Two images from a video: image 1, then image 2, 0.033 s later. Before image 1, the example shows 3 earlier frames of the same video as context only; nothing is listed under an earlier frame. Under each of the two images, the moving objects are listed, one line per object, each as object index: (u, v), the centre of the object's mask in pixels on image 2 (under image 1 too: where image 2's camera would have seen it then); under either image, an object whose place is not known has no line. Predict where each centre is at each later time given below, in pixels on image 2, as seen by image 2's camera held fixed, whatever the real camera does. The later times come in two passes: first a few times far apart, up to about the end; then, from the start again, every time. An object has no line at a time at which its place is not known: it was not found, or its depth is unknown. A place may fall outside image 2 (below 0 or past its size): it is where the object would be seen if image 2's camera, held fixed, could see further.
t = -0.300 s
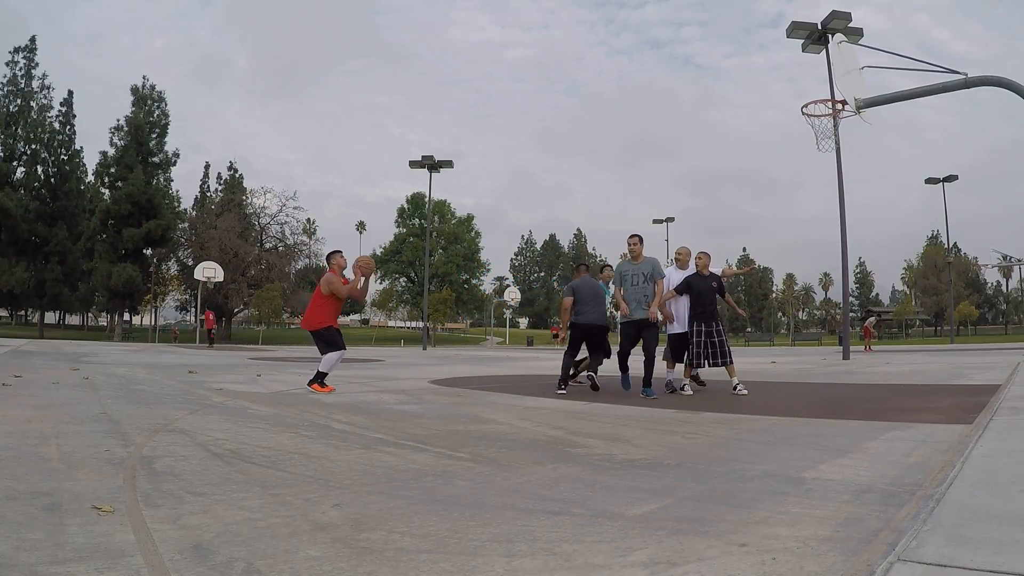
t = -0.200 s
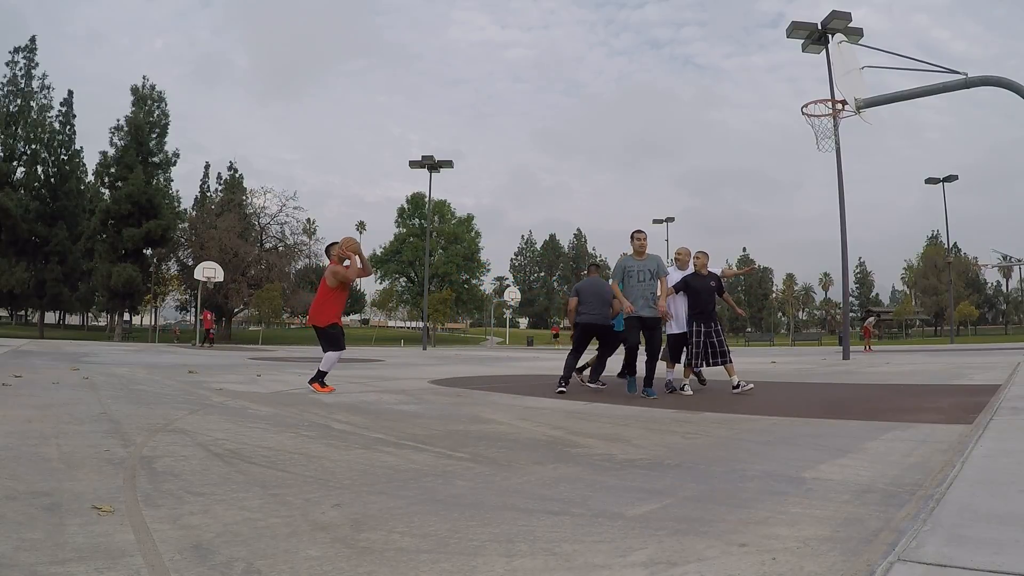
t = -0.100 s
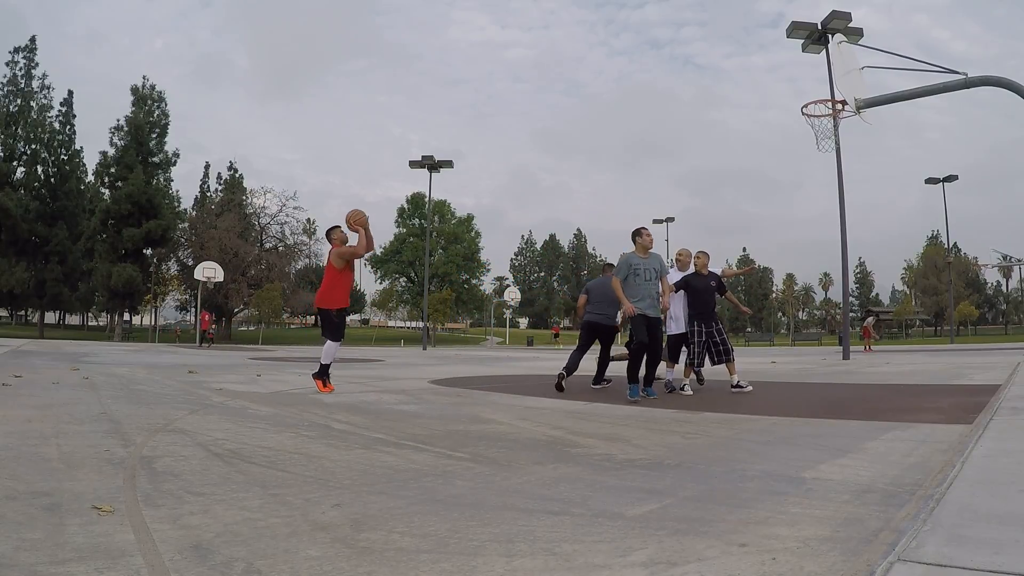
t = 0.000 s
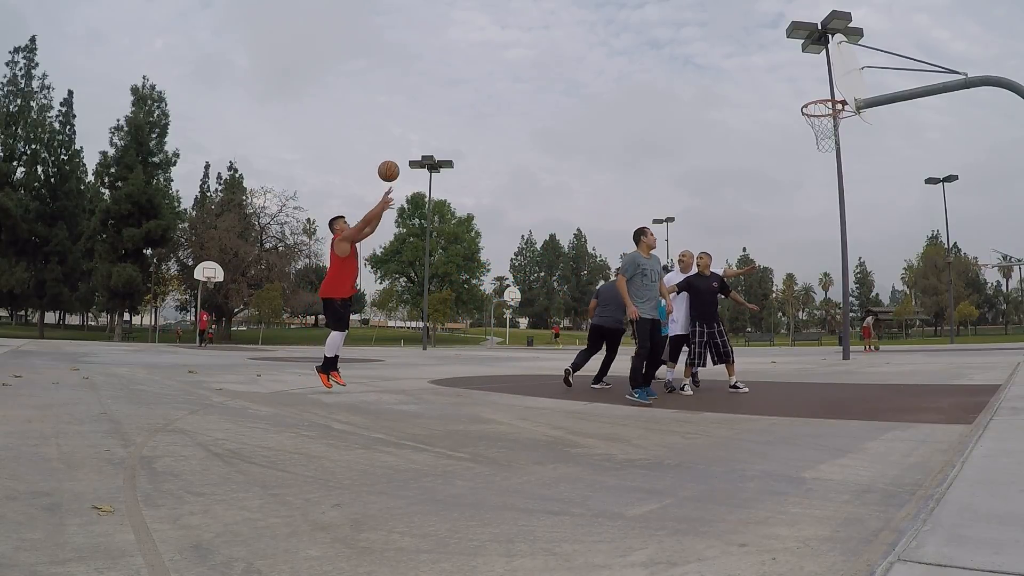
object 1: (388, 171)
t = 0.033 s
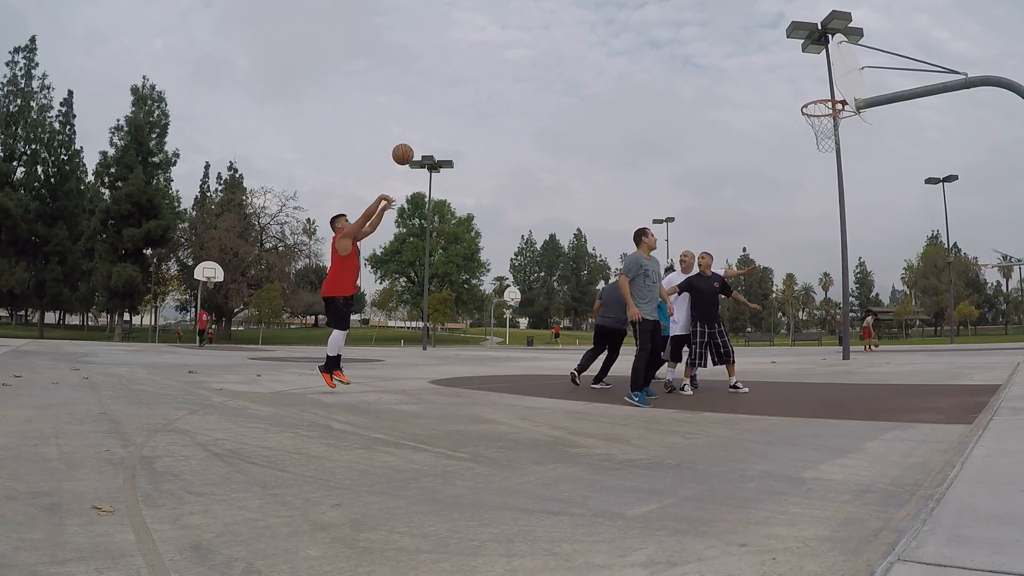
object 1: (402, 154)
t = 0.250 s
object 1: (495, 70)
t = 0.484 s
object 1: (592, 28)
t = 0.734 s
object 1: (694, 33)
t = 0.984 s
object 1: (797, 90)
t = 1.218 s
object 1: (810, 34)
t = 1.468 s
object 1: (821, 7)
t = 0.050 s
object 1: (410, 146)
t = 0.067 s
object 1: (417, 138)
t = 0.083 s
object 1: (424, 131)
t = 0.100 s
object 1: (431, 124)
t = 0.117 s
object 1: (438, 117)
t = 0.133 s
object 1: (445, 110)
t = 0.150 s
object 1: (453, 104)
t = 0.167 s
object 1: (460, 97)
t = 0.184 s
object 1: (467, 91)
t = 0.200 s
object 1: (474, 86)
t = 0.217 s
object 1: (481, 80)
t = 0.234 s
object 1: (488, 75)
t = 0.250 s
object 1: (495, 70)
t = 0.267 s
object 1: (502, 66)
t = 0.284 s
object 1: (509, 61)
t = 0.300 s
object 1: (516, 57)
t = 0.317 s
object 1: (523, 53)
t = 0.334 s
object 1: (530, 50)
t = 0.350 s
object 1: (537, 46)
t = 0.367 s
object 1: (544, 43)
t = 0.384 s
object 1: (551, 40)
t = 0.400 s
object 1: (558, 38)
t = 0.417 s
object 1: (565, 35)
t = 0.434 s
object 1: (572, 33)
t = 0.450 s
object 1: (578, 31)
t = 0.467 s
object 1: (585, 29)
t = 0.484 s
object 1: (592, 28)
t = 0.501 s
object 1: (599, 26)
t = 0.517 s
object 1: (606, 26)
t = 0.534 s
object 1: (612, 25)
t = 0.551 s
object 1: (619, 24)
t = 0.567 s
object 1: (626, 24)
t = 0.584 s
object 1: (633, 24)
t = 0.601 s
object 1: (639, 24)
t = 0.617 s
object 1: (646, 24)
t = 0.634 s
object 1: (653, 25)
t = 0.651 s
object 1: (660, 25)
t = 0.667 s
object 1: (667, 26)
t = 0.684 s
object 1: (673, 28)
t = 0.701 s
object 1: (680, 29)
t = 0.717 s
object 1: (687, 31)
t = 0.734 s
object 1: (694, 33)
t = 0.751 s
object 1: (701, 35)
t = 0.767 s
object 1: (707, 37)
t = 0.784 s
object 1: (714, 40)
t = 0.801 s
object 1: (721, 43)
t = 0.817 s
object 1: (728, 46)
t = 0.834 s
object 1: (735, 49)
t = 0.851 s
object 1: (742, 52)
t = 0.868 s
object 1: (749, 56)
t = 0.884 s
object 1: (756, 60)
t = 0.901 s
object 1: (762, 65)
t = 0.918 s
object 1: (769, 69)
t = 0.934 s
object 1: (776, 74)
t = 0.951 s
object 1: (783, 79)
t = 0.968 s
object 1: (790, 84)
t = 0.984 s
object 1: (797, 90)
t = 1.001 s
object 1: (803, 95)
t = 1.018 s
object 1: (804, 91)
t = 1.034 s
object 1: (804, 85)
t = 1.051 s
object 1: (805, 79)
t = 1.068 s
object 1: (805, 73)
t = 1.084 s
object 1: (806, 68)
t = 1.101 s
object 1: (806, 63)
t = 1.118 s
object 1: (806, 59)
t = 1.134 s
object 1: (806, 54)
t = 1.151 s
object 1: (807, 49)
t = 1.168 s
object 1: (808, 45)
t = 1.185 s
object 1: (809, 41)
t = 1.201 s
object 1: (809, 37)
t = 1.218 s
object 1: (810, 34)
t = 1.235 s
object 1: (810, 30)
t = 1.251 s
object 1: (811, 28)
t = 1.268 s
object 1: (811, 24)
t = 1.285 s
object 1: (812, 22)
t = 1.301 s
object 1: (812, 19)
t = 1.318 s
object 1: (813, 17)
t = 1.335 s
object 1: (814, 15)
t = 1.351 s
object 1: (815, 13)
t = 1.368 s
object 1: (815, 11)
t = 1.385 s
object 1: (816, 10)
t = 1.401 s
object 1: (817, 9)
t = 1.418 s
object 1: (818, 8)
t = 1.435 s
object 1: (819, 8)
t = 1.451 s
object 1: (820, 8)
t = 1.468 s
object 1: (821, 7)
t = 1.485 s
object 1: (822, 7)
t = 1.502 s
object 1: (823, 7)
